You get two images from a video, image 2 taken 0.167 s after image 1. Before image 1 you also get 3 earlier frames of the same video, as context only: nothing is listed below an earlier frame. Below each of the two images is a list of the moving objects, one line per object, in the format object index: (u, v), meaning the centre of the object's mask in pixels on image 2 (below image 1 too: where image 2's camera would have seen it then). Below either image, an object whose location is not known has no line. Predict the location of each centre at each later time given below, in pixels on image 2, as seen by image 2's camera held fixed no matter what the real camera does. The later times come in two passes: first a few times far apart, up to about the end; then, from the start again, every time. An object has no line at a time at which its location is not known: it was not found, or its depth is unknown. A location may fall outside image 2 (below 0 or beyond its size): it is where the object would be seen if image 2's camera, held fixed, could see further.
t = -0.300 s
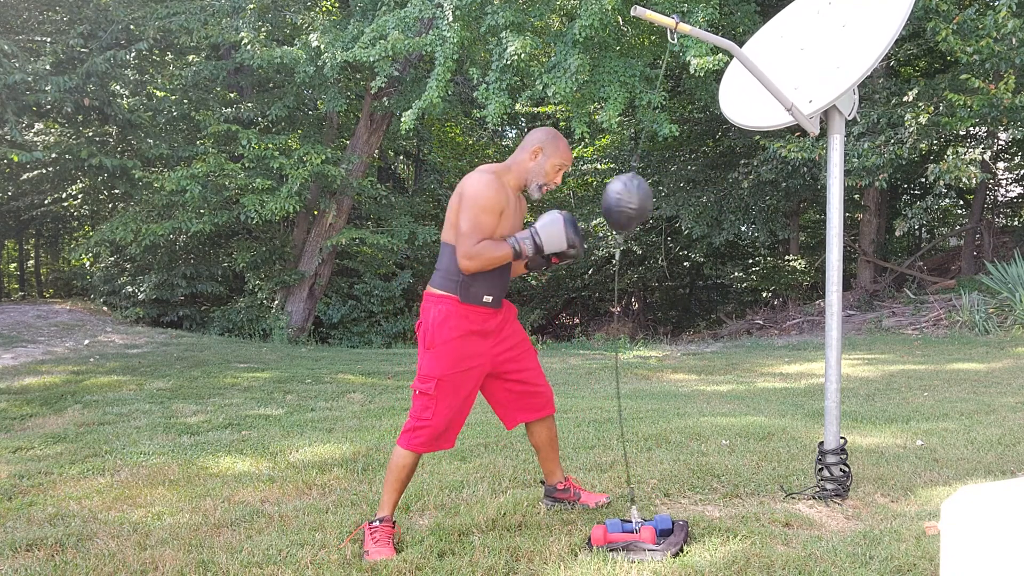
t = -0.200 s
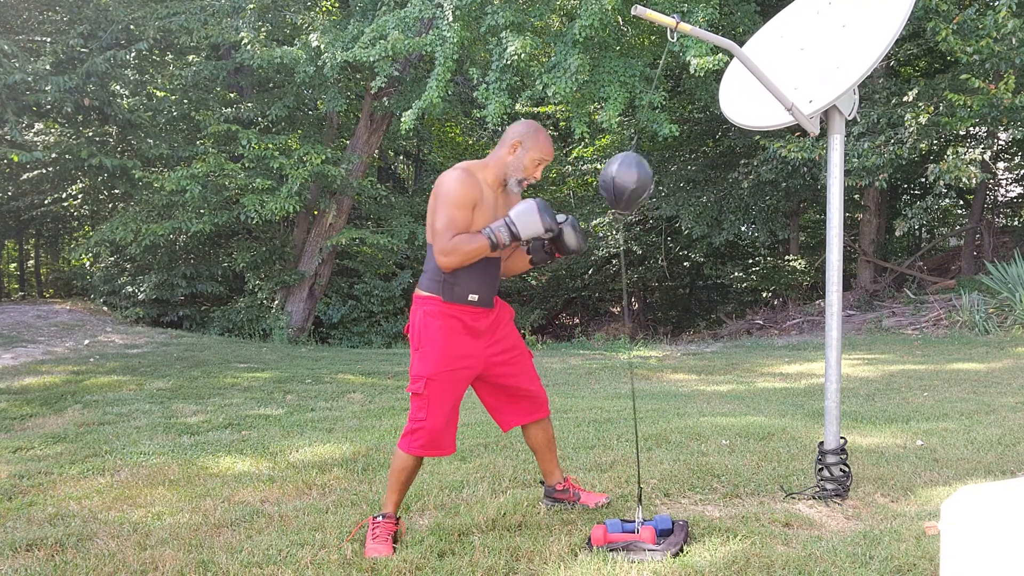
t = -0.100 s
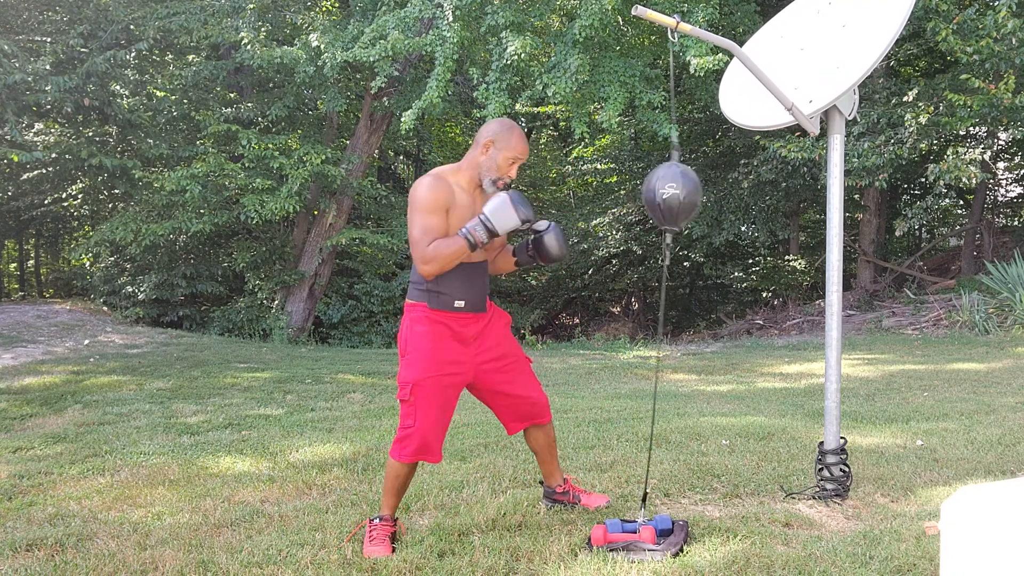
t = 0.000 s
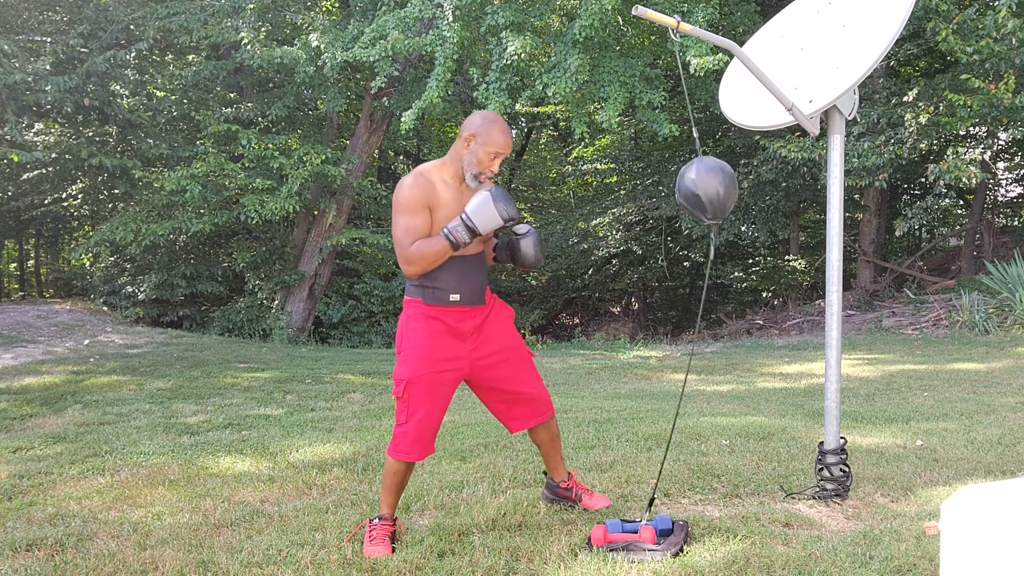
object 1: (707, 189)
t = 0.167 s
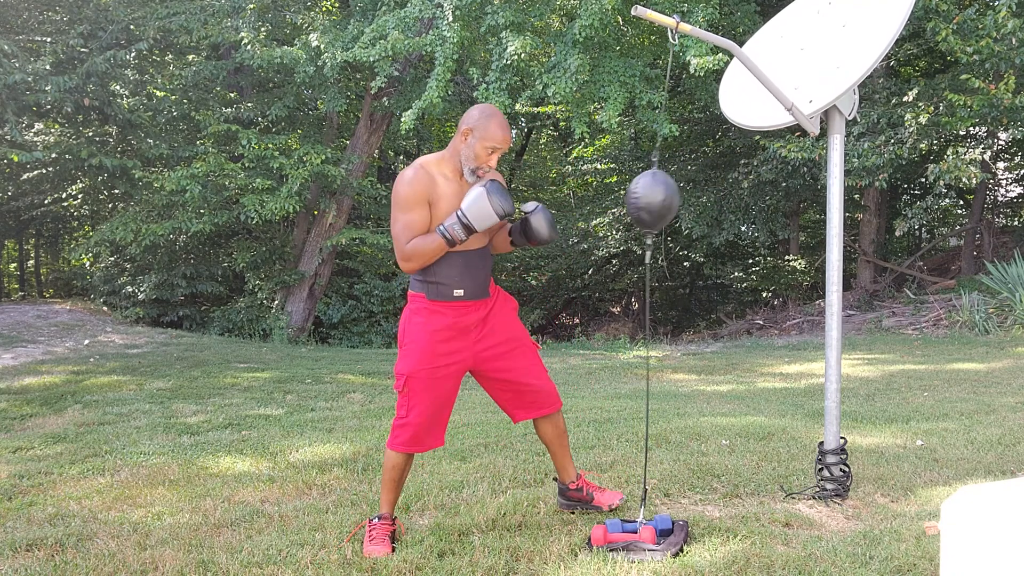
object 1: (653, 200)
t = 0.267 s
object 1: (632, 193)
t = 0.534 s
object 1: (694, 185)
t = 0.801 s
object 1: (639, 191)
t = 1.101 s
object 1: (685, 190)
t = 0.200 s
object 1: (641, 201)
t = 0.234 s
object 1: (634, 197)
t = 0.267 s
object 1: (632, 193)
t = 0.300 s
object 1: (634, 190)
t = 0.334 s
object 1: (640, 188)
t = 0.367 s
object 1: (650, 191)
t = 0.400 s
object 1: (662, 193)
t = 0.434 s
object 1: (675, 194)
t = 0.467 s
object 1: (686, 190)
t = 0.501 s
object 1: (692, 187)
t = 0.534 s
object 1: (694, 185)
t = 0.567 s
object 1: (691, 187)
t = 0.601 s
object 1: (684, 191)
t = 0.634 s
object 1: (673, 196)
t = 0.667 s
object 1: (662, 198)
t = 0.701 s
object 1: (652, 197)
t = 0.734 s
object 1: (645, 194)
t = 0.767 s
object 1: (640, 192)
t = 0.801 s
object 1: (639, 191)
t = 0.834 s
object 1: (641, 193)
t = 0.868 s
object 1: (646, 194)
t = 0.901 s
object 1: (654, 195)
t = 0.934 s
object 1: (665, 194)
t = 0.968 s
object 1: (675, 190)
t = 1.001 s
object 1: (683, 187)
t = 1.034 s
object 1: (687, 186)
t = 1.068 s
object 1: (687, 188)
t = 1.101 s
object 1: (685, 190)
